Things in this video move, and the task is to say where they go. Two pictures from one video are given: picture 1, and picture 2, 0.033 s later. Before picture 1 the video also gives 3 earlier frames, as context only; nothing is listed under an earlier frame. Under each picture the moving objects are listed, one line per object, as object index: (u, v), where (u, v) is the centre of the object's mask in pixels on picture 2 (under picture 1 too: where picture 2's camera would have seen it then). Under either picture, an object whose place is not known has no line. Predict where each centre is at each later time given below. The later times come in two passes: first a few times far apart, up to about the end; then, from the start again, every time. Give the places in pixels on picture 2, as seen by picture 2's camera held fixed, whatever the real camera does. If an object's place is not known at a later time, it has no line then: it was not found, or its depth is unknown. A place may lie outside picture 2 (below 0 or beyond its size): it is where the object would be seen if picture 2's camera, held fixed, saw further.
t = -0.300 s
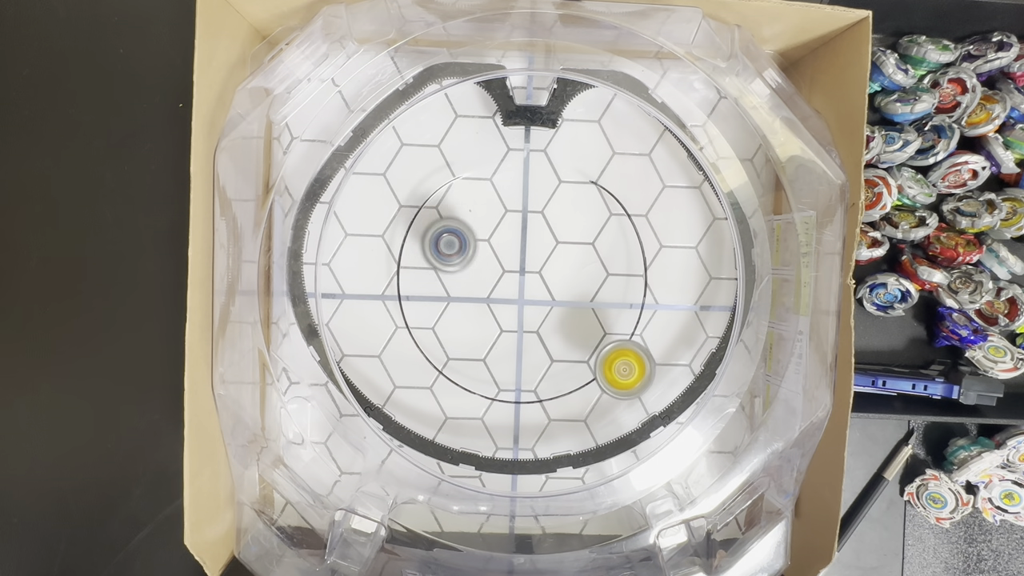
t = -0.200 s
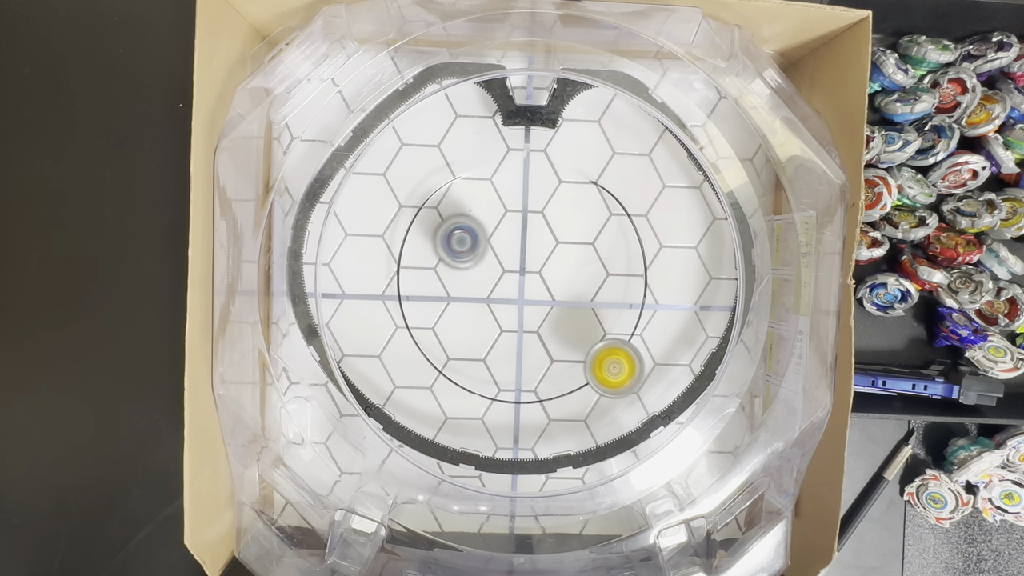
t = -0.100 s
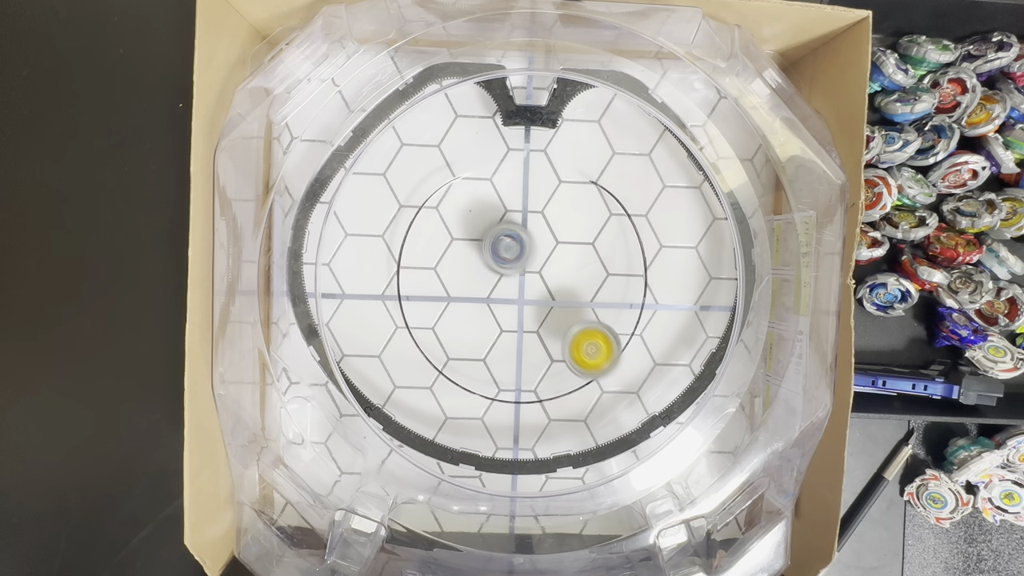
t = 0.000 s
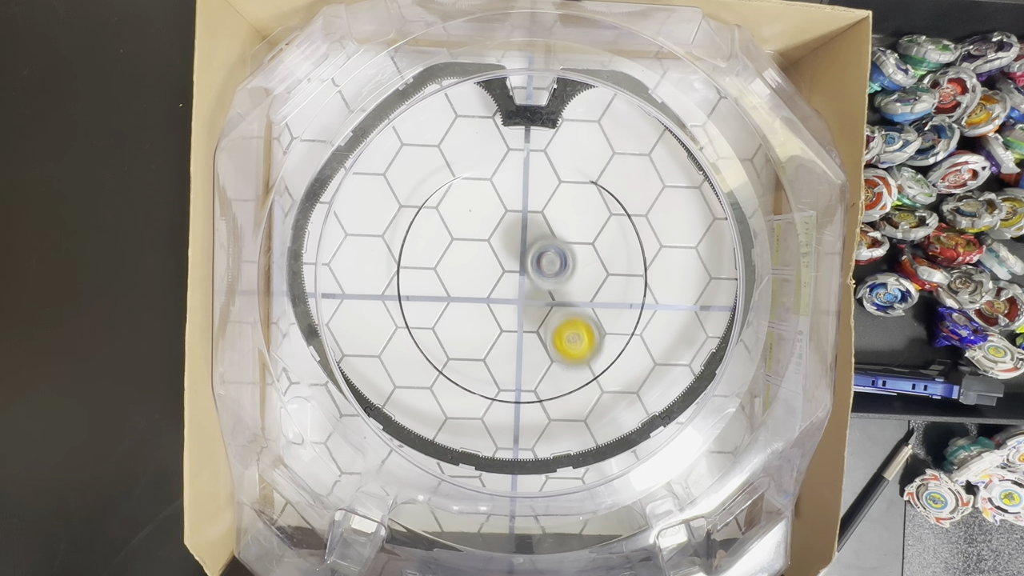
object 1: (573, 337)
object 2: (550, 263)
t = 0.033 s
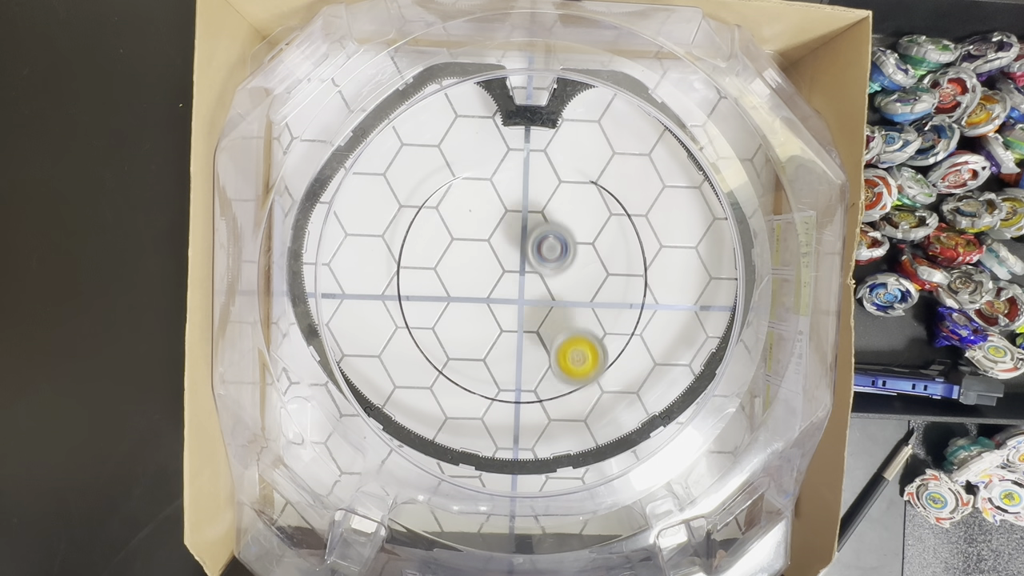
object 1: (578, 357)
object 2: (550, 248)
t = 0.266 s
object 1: (562, 370)
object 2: (554, 226)
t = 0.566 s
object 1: (400, 431)
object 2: (685, 118)
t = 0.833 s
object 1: (379, 256)
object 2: (653, 87)
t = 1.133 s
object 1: (381, 160)
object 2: (649, 78)
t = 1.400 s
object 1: (379, 159)
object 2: (649, 88)
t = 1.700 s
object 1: (381, 151)
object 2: (540, 293)
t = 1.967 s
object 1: (438, 165)
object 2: (424, 379)
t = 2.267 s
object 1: (542, 170)
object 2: (386, 367)
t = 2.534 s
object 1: (578, 223)
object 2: (389, 404)
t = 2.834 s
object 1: (582, 291)
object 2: (443, 292)
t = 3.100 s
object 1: (591, 328)
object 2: (623, 254)
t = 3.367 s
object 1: (485, 356)
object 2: (642, 296)
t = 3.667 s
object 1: (381, 358)
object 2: (545, 251)
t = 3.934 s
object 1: (378, 322)
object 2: (461, 225)
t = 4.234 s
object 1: (421, 265)
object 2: (487, 241)
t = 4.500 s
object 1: (474, 229)
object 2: (555, 299)
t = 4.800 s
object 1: (551, 219)
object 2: (525, 369)
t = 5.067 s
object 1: (596, 241)
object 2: (501, 350)
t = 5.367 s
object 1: (661, 286)
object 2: (479, 276)
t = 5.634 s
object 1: (666, 307)
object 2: (443, 251)
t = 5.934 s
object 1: (563, 346)
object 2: (564, 270)
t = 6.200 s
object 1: (432, 391)
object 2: (617, 261)
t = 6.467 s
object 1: (358, 338)
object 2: (569, 272)
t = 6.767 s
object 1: (336, 234)
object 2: (489, 203)
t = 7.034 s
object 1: (402, 166)
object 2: (533, 224)
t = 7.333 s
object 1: (487, 128)
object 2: (469, 335)
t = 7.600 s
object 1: (480, 210)
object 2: (441, 281)
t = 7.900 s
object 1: (596, 306)
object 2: (492, 318)
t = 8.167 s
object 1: (569, 365)
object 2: (488, 351)
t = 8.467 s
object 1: (490, 367)
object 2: (555, 298)
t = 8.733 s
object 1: (452, 300)
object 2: (588, 314)
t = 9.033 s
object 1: (491, 217)
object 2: (530, 258)
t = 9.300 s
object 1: (525, 175)
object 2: (575, 285)
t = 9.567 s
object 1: (581, 214)
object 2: (507, 310)
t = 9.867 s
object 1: (567, 310)
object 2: (522, 230)
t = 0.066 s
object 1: (580, 372)
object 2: (550, 237)
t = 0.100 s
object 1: (581, 382)
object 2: (550, 228)
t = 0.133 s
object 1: (579, 387)
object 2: (550, 222)
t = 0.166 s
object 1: (574, 384)
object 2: (551, 218)
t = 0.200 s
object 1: (570, 380)
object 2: (551, 218)
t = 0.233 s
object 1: (566, 375)
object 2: (553, 221)
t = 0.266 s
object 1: (562, 370)
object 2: (554, 226)
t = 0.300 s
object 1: (557, 363)
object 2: (556, 235)
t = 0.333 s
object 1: (553, 355)
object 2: (560, 246)
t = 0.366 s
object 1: (549, 346)
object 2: (563, 258)
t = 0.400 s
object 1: (544, 338)
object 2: (566, 273)
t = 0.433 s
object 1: (512, 373)
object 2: (594, 247)
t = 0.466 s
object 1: (461, 435)
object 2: (638, 196)
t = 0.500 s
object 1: (427, 460)
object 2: (672, 155)
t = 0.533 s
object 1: (412, 450)
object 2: (687, 128)
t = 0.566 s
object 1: (400, 431)
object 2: (685, 118)
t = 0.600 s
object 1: (392, 409)
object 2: (685, 109)
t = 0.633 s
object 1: (383, 384)
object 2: (682, 102)
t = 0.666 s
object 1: (380, 354)
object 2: (679, 97)
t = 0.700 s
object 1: (375, 335)
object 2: (674, 94)
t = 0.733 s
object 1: (373, 316)
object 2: (669, 91)
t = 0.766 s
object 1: (374, 295)
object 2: (664, 88)
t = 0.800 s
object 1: (376, 274)
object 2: (657, 88)
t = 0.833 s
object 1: (379, 256)
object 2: (653, 87)
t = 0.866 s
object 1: (379, 241)
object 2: (650, 83)
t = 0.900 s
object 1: (382, 227)
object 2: (647, 80)
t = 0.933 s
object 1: (385, 213)
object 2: (646, 75)
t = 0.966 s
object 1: (384, 200)
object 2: (644, 71)
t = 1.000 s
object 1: (386, 191)
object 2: (644, 74)
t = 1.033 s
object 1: (385, 181)
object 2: (646, 73)
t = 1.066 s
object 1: (386, 175)
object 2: (648, 72)
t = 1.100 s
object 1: (386, 169)
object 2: (649, 75)
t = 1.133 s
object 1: (381, 160)
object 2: (649, 78)
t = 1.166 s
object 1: (378, 155)
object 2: (651, 74)
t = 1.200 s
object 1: (376, 150)
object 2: (650, 73)
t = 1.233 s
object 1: (374, 147)
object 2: (647, 73)
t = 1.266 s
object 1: (376, 150)
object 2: (646, 71)
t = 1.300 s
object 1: (377, 153)
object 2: (646, 72)
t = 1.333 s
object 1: (378, 156)
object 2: (649, 73)
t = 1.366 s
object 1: (378, 158)
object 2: (650, 78)
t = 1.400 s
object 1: (379, 159)
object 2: (649, 88)
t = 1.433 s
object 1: (379, 160)
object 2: (645, 99)
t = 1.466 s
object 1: (379, 160)
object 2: (633, 122)
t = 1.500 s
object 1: (379, 159)
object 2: (628, 137)
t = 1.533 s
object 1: (378, 157)
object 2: (614, 160)
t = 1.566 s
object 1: (378, 155)
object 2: (602, 182)
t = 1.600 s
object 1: (377, 151)
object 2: (586, 209)
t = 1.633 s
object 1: (377, 147)
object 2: (572, 237)
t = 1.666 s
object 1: (377, 144)
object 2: (557, 265)
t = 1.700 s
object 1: (381, 151)
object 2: (540, 293)
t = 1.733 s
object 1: (389, 160)
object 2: (522, 318)
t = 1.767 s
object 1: (392, 164)
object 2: (504, 341)
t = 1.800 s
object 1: (396, 166)
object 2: (485, 360)
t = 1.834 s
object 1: (403, 168)
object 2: (467, 376)
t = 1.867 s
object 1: (410, 168)
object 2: (449, 385)
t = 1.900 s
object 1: (419, 168)
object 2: (440, 384)
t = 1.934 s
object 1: (428, 167)
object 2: (432, 382)
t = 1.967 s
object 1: (438, 165)
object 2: (424, 379)
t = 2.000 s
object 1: (449, 163)
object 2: (417, 376)
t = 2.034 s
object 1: (461, 162)
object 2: (410, 373)
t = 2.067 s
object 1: (474, 161)
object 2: (404, 370)
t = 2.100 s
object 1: (488, 159)
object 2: (399, 368)
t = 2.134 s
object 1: (501, 159)
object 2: (395, 367)
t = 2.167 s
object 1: (513, 160)
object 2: (392, 365)
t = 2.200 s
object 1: (524, 162)
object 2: (389, 365)
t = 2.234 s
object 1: (534, 166)
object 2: (388, 365)
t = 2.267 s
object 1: (542, 170)
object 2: (386, 367)
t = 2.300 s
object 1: (550, 175)
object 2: (386, 369)
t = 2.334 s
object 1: (556, 181)
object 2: (385, 372)
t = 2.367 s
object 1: (562, 187)
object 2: (385, 376)
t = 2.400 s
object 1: (566, 194)
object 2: (386, 382)
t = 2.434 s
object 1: (570, 201)
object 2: (386, 388)
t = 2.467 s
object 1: (574, 208)
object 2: (387, 394)
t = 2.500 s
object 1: (576, 215)
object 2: (388, 400)
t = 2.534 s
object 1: (578, 223)
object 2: (389, 404)
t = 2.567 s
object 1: (579, 230)
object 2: (389, 408)
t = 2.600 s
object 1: (580, 238)
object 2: (387, 400)
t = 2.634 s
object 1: (580, 246)
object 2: (387, 383)
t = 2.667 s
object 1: (580, 254)
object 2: (390, 366)
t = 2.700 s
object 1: (580, 261)
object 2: (395, 351)
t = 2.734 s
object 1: (579, 269)
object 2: (402, 337)
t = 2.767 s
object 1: (580, 277)
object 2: (413, 324)
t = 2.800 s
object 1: (581, 284)
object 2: (426, 308)
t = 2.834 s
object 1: (582, 291)
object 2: (443, 292)
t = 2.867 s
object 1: (584, 298)
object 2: (463, 277)
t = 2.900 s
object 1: (586, 304)
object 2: (487, 264)
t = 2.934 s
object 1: (589, 310)
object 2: (511, 255)
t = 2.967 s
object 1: (591, 315)
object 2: (536, 249)
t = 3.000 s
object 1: (592, 319)
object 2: (560, 247)
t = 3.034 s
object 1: (593, 323)
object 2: (583, 246)
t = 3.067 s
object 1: (593, 326)
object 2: (603, 248)
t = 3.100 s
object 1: (591, 328)
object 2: (623, 254)
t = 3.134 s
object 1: (588, 329)
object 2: (639, 262)
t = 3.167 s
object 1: (585, 329)
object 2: (648, 273)
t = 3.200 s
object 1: (580, 329)
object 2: (641, 285)
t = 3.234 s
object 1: (575, 329)
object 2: (633, 295)
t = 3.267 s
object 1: (566, 330)
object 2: (626, 304)
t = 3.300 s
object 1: (537, 339)
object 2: (639, 302)
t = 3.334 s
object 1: (509, 349)
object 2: (643, 299)
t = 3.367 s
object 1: (485, 356)
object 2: (642, 296)
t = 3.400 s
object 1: (464, 362)
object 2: (638, 292)
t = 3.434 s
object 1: (445, 368)
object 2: (630, 287)
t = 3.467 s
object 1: (433, 368)
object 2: (622, 283)
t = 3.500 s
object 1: (424, 365)
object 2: (612, 277)
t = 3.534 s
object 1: (415, 362)
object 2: (599, 272)
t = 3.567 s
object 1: (406, 360)
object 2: (586, 267)
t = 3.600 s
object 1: (398, 359)
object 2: (573, 262)
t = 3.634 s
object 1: (389, 358)
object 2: (559, 257)
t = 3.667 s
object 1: (381, 358)
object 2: (545, 251)
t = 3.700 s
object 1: (370, 358)
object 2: (532, 247)
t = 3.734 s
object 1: (362, 357)
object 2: (517, 242)
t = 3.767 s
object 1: (349, 357)
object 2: (505, 238)
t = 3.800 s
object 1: (346, 354)
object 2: (494, 234)
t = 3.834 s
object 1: (356, 345)
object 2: (483, 231)
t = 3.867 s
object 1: (362, 339)
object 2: (474, 229)
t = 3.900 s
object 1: (371, 331)
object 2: (467, 226)
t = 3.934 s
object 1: (378, 322)
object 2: (461, 225)
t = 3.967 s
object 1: (386, 315)
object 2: (457, 225)
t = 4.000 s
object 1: (392, 307)
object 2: (454, 225)
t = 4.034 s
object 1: (398, 299)
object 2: (453, 227)
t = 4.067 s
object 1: (404, 291)
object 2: (453, 228)
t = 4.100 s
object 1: (409, 283)
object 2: (455, 231)
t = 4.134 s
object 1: (413, 274)
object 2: (458, 236)
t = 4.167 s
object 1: (416, 270)
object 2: (466, 237)
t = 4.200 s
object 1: (418, 267)
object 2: (476, 238)
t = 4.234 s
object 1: (421, 265)
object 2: (487, 241)
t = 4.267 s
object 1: (425, 261)
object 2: (499, 245)
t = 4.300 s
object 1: (430, 257)
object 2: (510, 250)
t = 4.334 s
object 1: (435, 252)
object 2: (521, 256)
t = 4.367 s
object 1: (442, 247)
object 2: (530, 263)
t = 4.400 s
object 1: (449, 241)
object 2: (539, 272)
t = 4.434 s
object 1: (457, 237)
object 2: (546, 281)
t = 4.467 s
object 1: (465, 233)
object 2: (552, 290)
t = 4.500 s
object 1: (474, 229)
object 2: (555, 299)
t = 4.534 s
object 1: (483, 226)
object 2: (557, 309)
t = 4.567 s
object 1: (491, 223)
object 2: (557, 319)
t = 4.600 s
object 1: (500, 221)
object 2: (556, 328)
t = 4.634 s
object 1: (509, 219)
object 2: (552, 337)
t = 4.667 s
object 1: (518, 218)
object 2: (547, 345)
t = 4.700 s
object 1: (526, 218)
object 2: (543, 353)
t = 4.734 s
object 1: (535, 218)
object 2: (537, 359)
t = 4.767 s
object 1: (543, 218)
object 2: (531, 365)
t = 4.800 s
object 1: (551, 219)
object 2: (525, 369)
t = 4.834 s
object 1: (558, 221)
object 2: (519, 372)
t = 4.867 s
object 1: (566, 222)
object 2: (514, 373)
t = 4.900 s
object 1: (573, 224)
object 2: (509, 373)
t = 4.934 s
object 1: (579, 227)
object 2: (505, 371)
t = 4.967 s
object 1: (584, 229)
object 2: (502, 368)
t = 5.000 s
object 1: (588, 233)
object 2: (500, 363)
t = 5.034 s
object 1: (593, 236)
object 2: (500, 357)
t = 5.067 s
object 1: (596, 241)
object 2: (501, 350)
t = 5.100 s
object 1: (599, 245)
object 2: (503, 342)
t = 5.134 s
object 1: (600, 250)
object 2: (506, 334)
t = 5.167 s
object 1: (601, 255)
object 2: (510, 325)
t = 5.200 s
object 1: (601, 261)
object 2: (516, 315)
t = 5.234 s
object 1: (600, 267)
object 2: (523, 306)
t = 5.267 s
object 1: (599, 273)
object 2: (530, 296)
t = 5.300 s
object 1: (597, 279)
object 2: (537, 288)
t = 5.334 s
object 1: (625, 282)
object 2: (511, 281)
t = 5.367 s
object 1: (661, 286)
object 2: (479, 276)
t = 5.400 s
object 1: (691, 290)
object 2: (448, 270)
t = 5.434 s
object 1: (714, 292)
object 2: (422, 264)
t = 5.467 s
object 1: (726, 297)
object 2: (398, 259)
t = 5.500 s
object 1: (712, 297)
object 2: (398, 256)
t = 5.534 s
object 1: (698, 298)
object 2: (406, 255)
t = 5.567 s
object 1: (688, 301)
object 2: (417, 254)
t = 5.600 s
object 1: (678, 303)
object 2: (429, 252)
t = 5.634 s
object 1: (666, 307)
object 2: (443, 251)
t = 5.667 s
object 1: (655, 311)
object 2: (460, 249)
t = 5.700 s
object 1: (645, 316)
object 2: (476, 248)
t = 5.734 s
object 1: (635, 323)
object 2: (491, 245)
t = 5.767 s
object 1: (625, 329)
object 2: (507, 242)
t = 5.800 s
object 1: (614, 336)
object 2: (521, 241)
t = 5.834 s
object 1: (601, 340)
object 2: (536, 245)
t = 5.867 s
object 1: (588, 343)
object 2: (548, 251)
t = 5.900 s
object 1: (576, 345)
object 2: (557, 258)
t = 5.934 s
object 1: (563, 346)
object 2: (564, 270)
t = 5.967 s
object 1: (550, 345)
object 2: (570, 284)
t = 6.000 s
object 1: (536, 351)
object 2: (573, 291)
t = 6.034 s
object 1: (514, 370)
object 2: (583, 281)
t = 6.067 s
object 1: (494, 384)
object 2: (592, 272)
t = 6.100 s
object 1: (477, 387)
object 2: (599, 267)
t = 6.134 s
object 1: (460, 389)
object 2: (606, 262)
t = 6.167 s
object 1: (446, 389)
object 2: (612, 260)
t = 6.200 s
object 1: (432, 391)
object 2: (617, 261)
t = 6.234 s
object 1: (418, 390)
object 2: (619, 262)
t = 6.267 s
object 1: (404, 389)
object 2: (619, 263)
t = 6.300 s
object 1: (390, 388)
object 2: (616, 265)
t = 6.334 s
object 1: (378, 383)
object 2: (611, 267)
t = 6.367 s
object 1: (373, 373)
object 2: (605, 269)
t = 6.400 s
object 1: (368, 361)
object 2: (595, 272)
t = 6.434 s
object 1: (363, 350)
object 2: (583, 272)
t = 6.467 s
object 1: (358, 338)
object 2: (569, 272)
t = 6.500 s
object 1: (355, 325)
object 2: (557, 269)
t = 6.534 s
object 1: (351, 315)
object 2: (543, 264)
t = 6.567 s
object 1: (348, 304)
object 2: (530, 257)
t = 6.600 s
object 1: (346, 292)
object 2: (518, 249)
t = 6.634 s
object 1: (344, 281)
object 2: (508, 240)
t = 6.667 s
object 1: (342, 269)
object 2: (500, 231)
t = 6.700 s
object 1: (337, 256)
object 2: (494, 222)
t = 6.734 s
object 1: (335, 244)
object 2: (490, 212)
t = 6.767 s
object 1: (336, 234)
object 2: (489, 203)
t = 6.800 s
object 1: (336, 221)
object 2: (491, 195)
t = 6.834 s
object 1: (337, 208)
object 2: (496, 189)
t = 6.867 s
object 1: (346, 202)
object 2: (502, 186)
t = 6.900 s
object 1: (357, 195)
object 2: (510, 187)
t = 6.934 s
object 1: (370, 189)
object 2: (518, 191)
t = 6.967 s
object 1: (380, 180)
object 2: (524, 199)
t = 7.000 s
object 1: (390, 172)
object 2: (529, 210)
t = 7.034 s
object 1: (402, 166)
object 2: (533, 224)
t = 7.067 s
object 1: (414, 158)
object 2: (534, 240)
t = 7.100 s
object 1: (427, 151)
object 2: (533, 256)
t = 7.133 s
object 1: (439, 144)
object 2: (529, 272)
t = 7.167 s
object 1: (451, 138)
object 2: (523, 287)
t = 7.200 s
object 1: (463, 133)
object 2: (514, 300)
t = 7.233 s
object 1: (477, 128)
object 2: (505, 312)
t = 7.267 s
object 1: (488, 126)
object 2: (494, 323)
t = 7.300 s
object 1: (489, 125)
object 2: (482, 331)
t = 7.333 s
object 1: (487, 128)
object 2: (469, 335)
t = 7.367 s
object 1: (479, 135)
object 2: (457, 336)
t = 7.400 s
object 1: (471, 144)
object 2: (446, 336)
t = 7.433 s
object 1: (467, 153)
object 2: (436, 331)
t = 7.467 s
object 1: (466, 163)
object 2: (429, 324)
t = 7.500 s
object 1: (466, 174)
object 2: (425, 314)
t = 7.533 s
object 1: (469, 187)
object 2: (426, 303)
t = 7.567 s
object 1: (474, 198)
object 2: (432, 292)
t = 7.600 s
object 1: (480, 210)
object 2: (441, 281)
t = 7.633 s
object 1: (488, 224)
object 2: (454, 272)
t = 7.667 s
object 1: (500, 235)
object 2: (467, 267)
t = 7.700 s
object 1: (523, 246)
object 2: (471, 273)
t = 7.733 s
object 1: (545, 254)
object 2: (473, 279)
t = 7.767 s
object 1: (564, 265)
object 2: (477, 284)
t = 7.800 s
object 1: (579, 276)
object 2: (482, 291)
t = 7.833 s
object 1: (588, 286)
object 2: (486, 299)
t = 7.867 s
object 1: (594, 296)
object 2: (489, 308)
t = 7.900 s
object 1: (596, 306)
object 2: (492, 318)
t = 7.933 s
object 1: (596, 315)
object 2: (493, 327)
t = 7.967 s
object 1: (596, 324)
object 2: (494, 337)
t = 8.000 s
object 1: (593, 332)
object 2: (494, 344)
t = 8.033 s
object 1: (590, 340)
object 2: (492, 350)
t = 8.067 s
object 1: (586, 347)
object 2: (489, 354)
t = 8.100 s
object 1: (581, 354)
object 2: (488, 355)
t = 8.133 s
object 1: (576, 360)
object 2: (487, 354)
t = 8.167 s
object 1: (569, 365)
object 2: (488, 351)
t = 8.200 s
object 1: (561, 370)
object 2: (489, 345)
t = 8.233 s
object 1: (554, 373)
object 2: (492, 339)
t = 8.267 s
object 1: (545, 376)
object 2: (497, 333)
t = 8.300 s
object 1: (536, 378)
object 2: (503, 325)
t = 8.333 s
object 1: (527, 378)
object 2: (512, 317)
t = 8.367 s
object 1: (518, 378)
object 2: (522, 310)
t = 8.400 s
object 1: (508, 376)
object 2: (533, 305)
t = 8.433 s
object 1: (499, 372)
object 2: (544, 301)
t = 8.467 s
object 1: (490, 367)
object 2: (555, 298)
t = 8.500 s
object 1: (482, 362)
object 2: (565, 297)
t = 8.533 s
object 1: (475, 355)
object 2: (574, 298)
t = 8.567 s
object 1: (469, 348)
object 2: (582, 299)
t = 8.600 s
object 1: (463, 340)
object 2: (589, 302)
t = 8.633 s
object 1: (459, 331)
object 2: (593, 306)
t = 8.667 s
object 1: (456, 321)
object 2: (594, 310)
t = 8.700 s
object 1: (453, 311)
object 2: (592, 312)
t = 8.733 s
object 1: (452, 300)
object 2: (588, 314)
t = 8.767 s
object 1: (453, 290)
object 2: (583, 314)
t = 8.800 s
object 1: (454, 279)
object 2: (577, 313)
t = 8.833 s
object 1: (457, 269)
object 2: (570, 310)
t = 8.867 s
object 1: (460, 259)
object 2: (561, 305)
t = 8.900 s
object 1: (465, 249)
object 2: (552, 298)
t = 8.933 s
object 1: (470, 240)
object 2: (544, 290)
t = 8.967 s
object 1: (476, 231)
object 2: (538, 280)
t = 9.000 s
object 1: (484, 223)
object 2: (533, 269)
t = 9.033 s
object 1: (491, 217)
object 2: (530, 258)
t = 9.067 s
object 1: (498, 209)
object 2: (529, 248)
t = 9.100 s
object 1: (498, 199)
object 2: (539, 246)
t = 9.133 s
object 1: (498, 189)
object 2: (549, 247)
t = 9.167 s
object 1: (500, 182)
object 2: (557, 251)
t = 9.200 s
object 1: (503, 179)
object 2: (564, 257)
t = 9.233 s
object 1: (509, 177)
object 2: (570, 265)
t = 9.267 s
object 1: (517, 175)
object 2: (573, 275)
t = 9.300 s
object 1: (525, 175)
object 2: (575, 285)
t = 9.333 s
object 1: (534, 176)
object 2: (573, 296)
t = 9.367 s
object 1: (541, 178)
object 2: (568, 305)
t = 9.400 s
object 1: (550, 181)
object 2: (561, 312)
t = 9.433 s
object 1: (557, 186)
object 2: (552, 317)
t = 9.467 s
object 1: (565, 191)
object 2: (540, 320)
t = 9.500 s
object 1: (571, 197)
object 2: (529, 320)
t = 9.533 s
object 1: (577, 205)
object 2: (517, 316)
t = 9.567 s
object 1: (581, 214)
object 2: (507, 310)
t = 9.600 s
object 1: (583, 223)
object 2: (499, 302)
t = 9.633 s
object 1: (585, 233)
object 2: (492, 292)
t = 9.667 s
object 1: (586, 244)
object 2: (489, 281)
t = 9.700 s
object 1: (585, 255)
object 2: (488, 269)
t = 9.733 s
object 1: (584, 266)
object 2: (490, 258)
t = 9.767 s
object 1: (581, 277)
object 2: (495, 248)
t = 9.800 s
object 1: (577, 288)
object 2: (502, 239)
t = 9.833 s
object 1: (572, 299)
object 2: (512, 233)
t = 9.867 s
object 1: (567, 310)
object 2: (522, 230)
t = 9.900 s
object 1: (560, 321)
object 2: (534, 231)
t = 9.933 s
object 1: (553, 331)
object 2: (544, 234)
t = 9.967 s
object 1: (545, 342)
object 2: (553, 241)
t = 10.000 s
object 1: (537, 351)
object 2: (560, 250)
